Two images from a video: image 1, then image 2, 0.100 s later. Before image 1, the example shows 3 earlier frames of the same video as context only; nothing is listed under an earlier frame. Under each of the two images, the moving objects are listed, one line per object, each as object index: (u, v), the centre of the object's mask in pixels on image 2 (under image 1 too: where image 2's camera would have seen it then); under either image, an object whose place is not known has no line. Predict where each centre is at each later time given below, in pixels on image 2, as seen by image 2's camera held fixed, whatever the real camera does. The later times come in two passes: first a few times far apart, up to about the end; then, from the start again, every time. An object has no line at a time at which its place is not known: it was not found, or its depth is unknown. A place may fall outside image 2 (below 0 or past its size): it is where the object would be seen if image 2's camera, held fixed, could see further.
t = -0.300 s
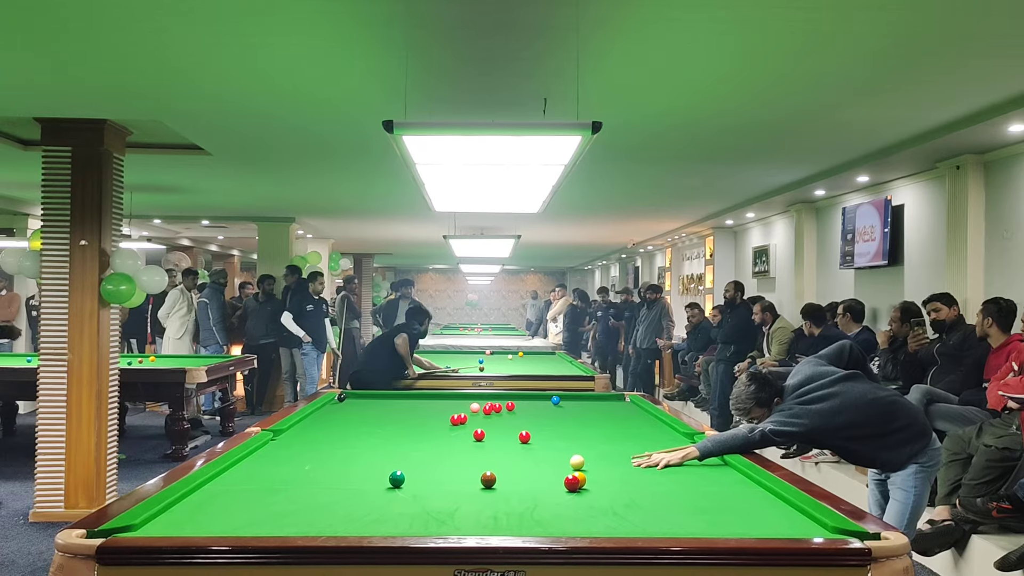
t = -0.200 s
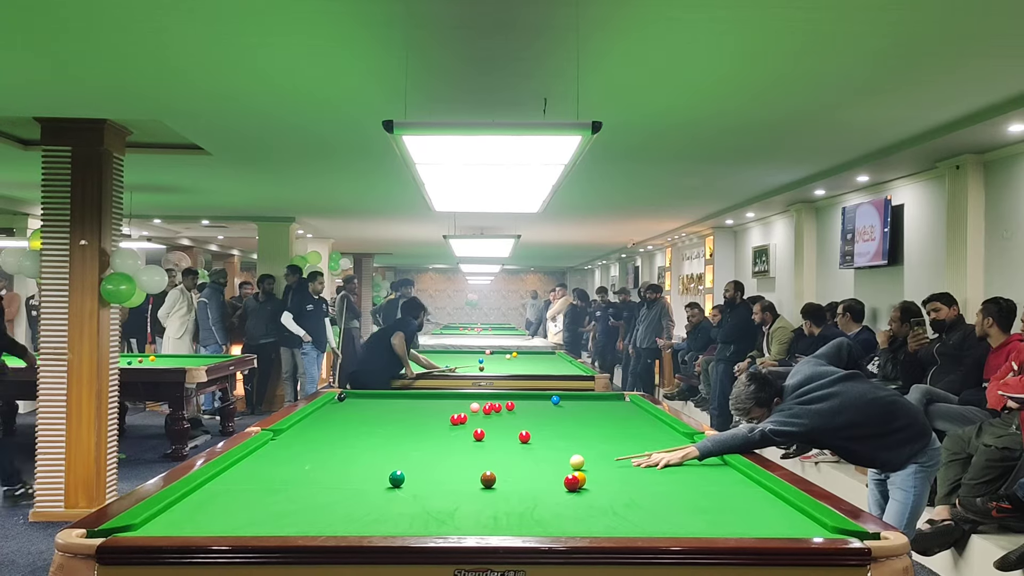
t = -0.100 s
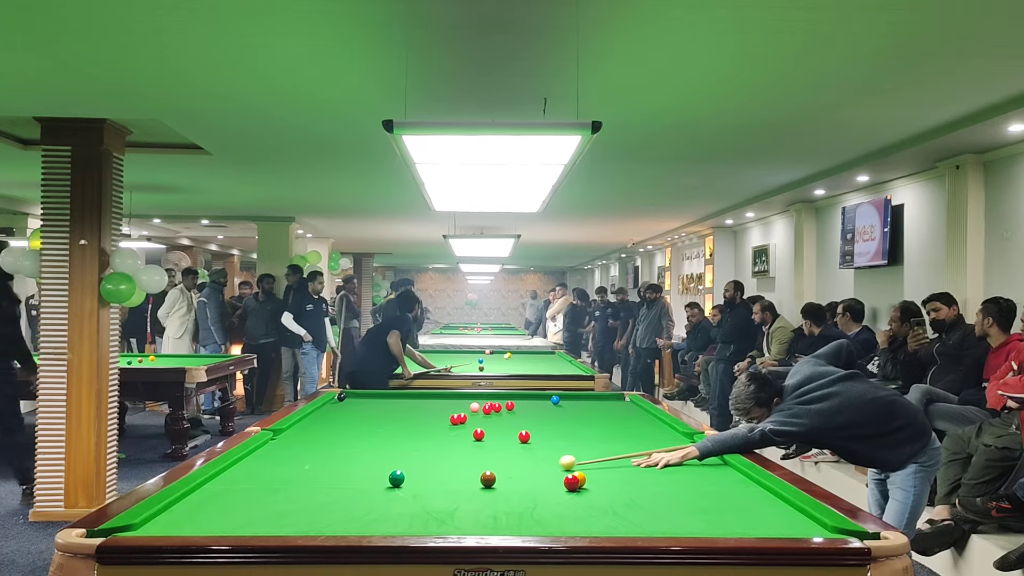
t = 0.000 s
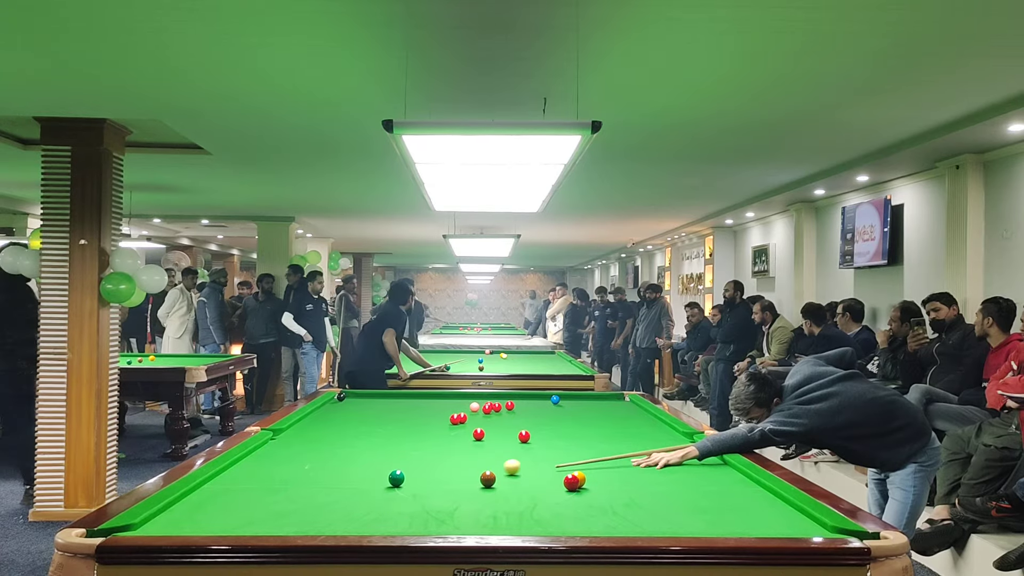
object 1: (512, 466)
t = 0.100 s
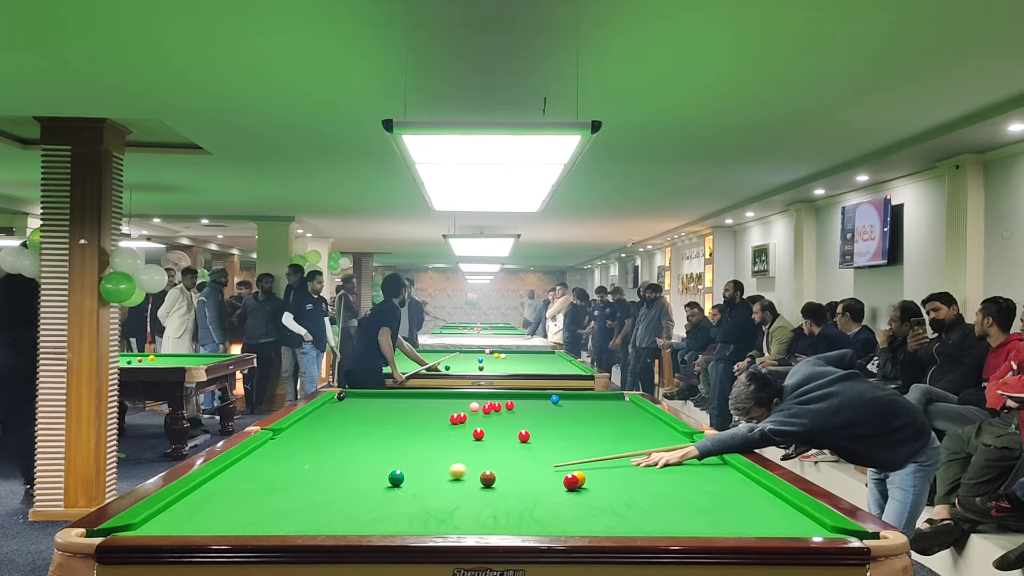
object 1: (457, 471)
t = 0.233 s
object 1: (401, 475)
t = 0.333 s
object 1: (388, 473)
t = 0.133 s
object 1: (439, 472)
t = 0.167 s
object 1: (422, 474)
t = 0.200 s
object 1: (407, 475)
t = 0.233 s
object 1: (401, 475)
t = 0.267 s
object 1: (396, 474)
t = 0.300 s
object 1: (392, 474)
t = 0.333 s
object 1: (388, 473)
